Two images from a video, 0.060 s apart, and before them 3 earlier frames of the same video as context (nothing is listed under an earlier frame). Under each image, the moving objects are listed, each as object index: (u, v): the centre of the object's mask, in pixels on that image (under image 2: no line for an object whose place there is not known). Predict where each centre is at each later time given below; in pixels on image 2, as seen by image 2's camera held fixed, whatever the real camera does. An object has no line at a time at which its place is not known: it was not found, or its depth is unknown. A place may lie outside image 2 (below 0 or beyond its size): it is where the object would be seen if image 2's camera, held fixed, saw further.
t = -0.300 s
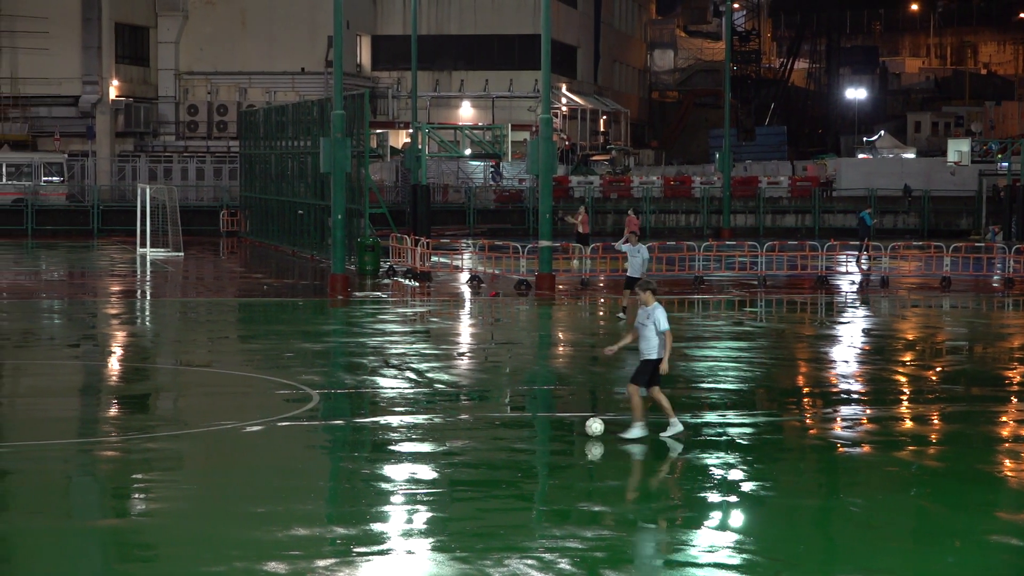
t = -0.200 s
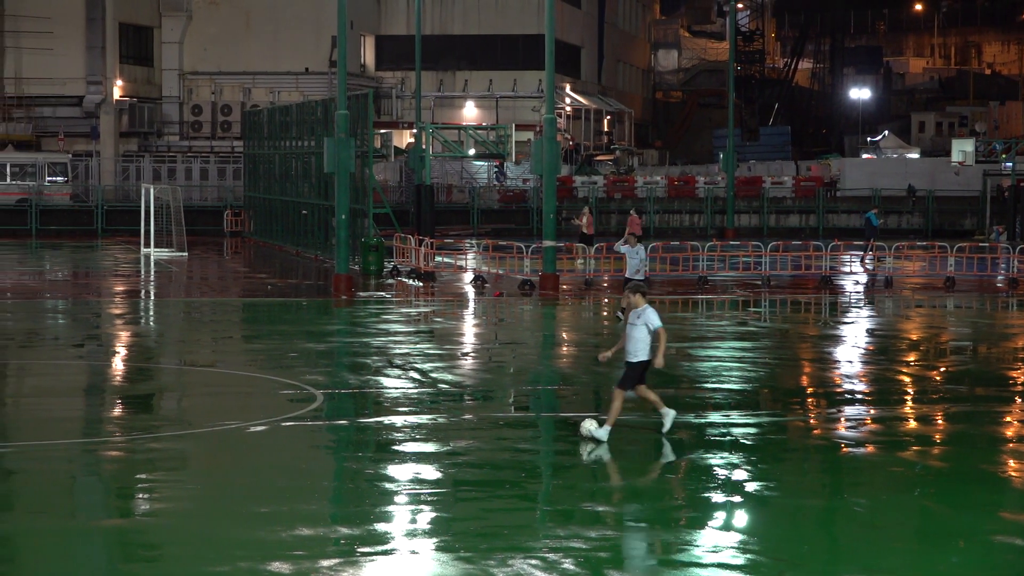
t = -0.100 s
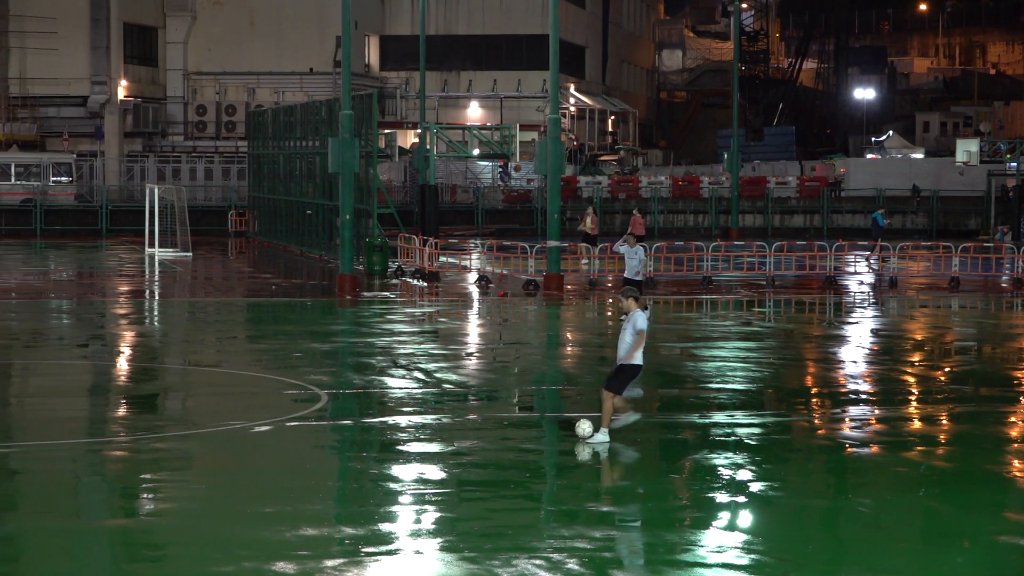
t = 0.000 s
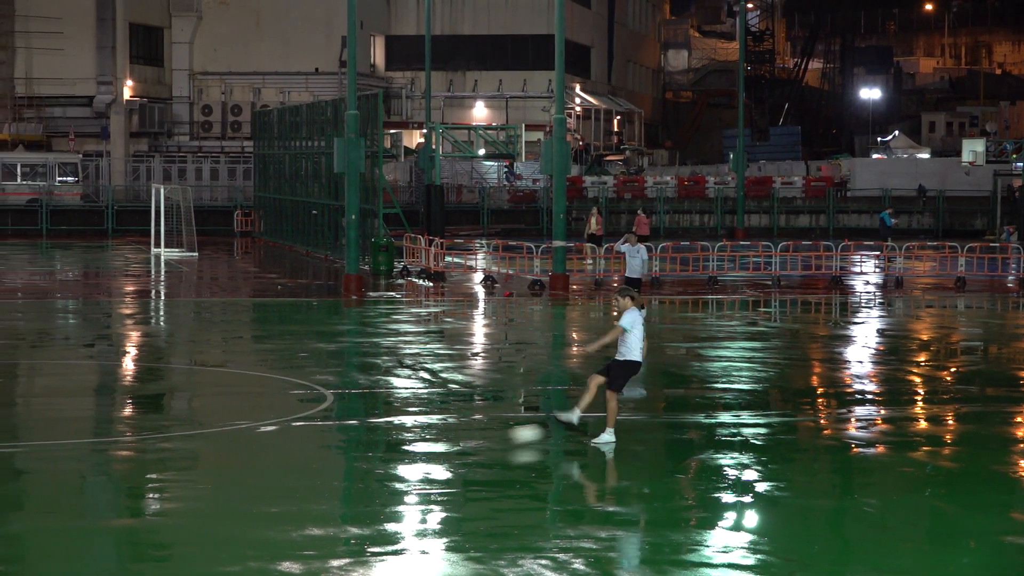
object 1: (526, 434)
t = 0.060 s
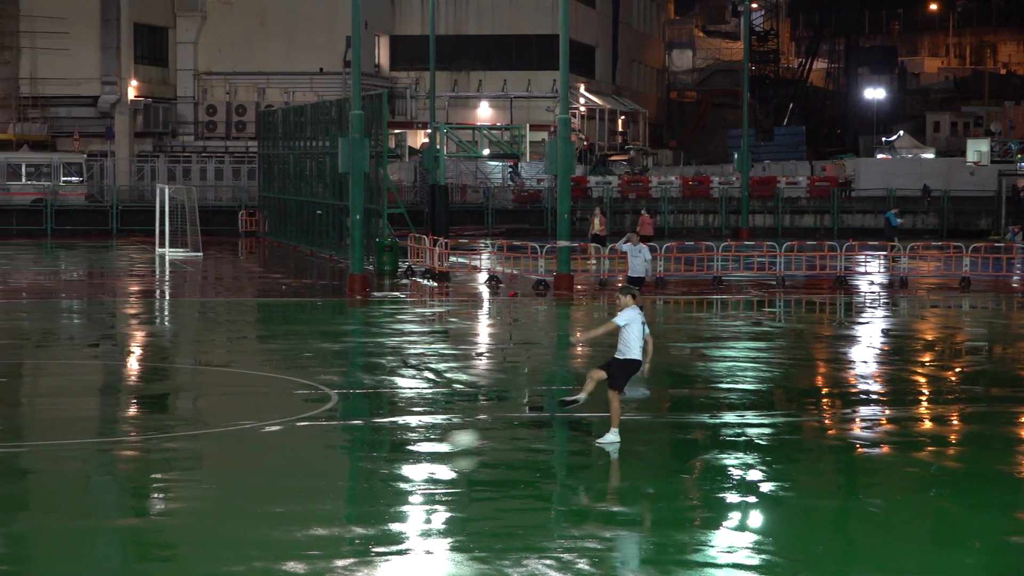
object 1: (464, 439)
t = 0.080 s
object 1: (445, 439)
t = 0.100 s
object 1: (414, 441)
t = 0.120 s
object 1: (393, 447)
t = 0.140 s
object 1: (371, 449)
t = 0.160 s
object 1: (348, 450)
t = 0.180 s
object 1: (325, 452)
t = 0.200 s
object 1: (302, 454)
